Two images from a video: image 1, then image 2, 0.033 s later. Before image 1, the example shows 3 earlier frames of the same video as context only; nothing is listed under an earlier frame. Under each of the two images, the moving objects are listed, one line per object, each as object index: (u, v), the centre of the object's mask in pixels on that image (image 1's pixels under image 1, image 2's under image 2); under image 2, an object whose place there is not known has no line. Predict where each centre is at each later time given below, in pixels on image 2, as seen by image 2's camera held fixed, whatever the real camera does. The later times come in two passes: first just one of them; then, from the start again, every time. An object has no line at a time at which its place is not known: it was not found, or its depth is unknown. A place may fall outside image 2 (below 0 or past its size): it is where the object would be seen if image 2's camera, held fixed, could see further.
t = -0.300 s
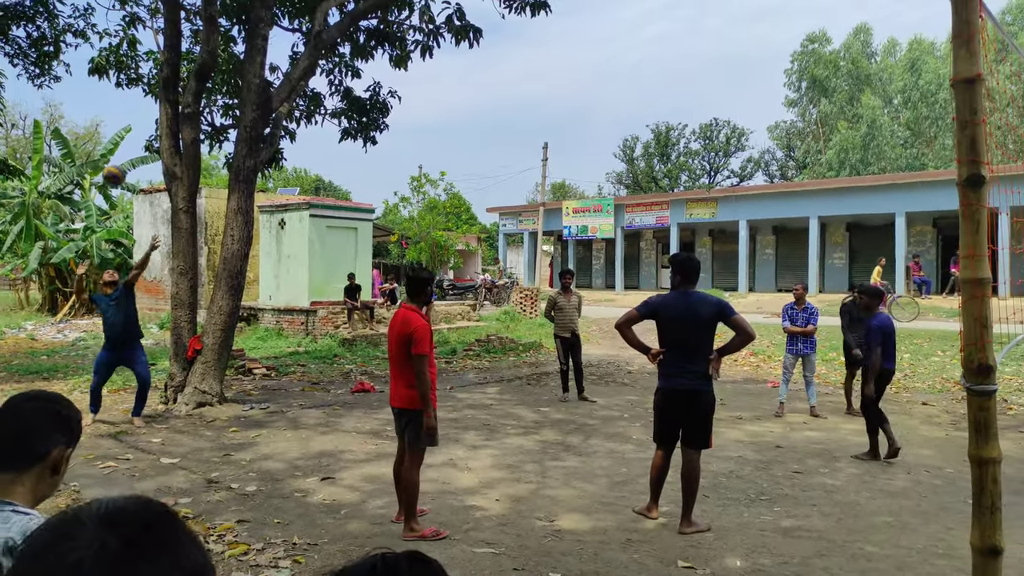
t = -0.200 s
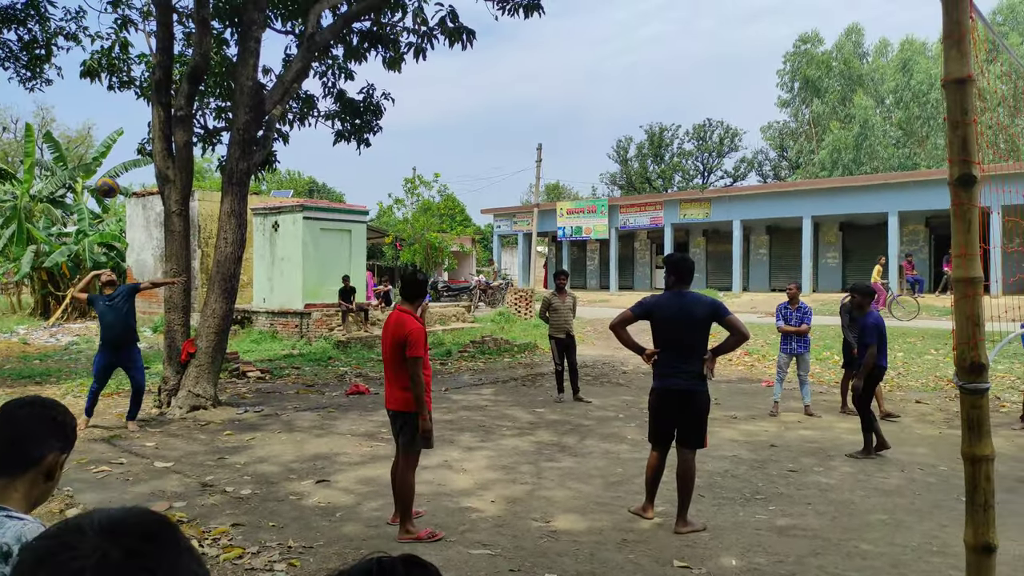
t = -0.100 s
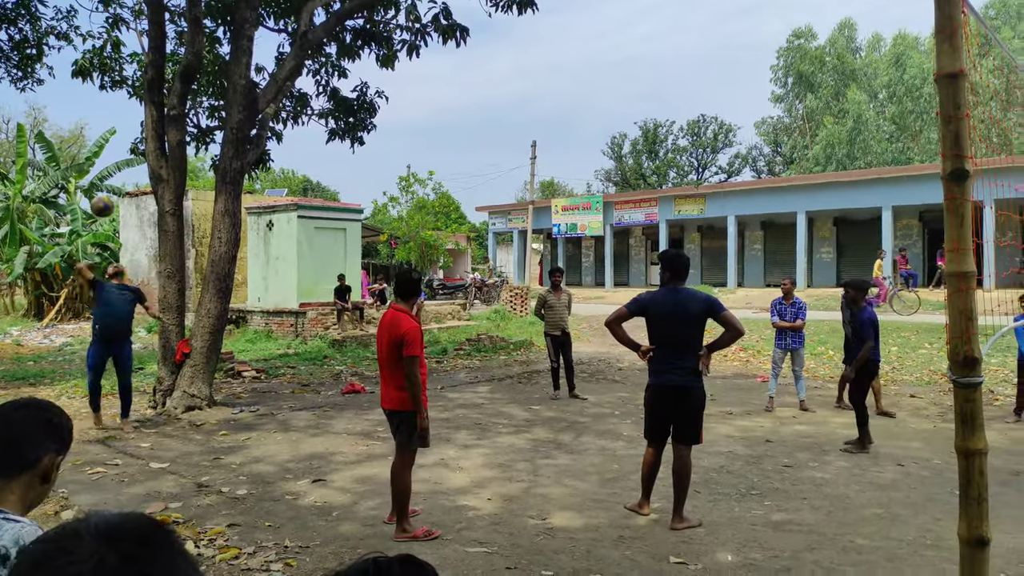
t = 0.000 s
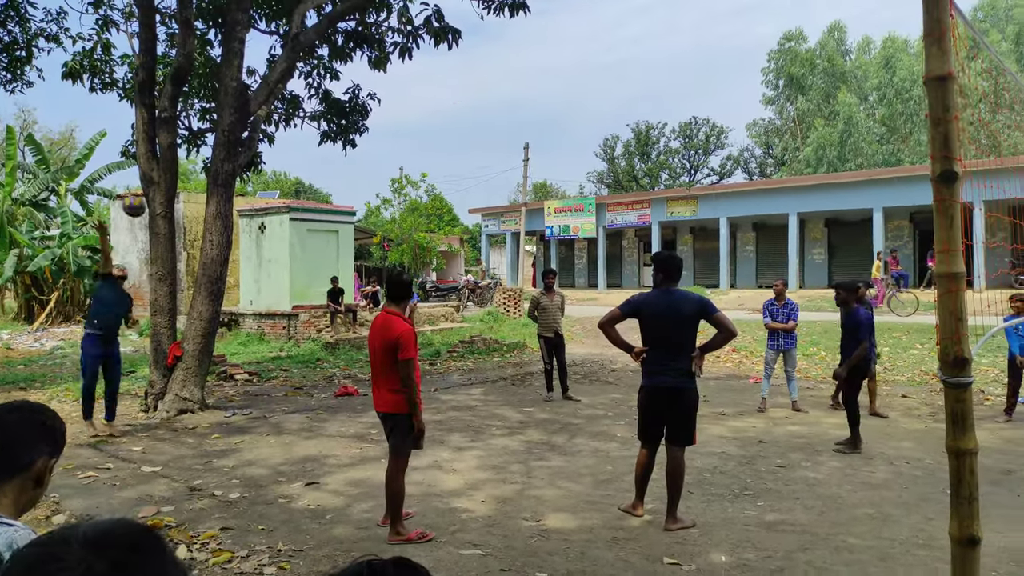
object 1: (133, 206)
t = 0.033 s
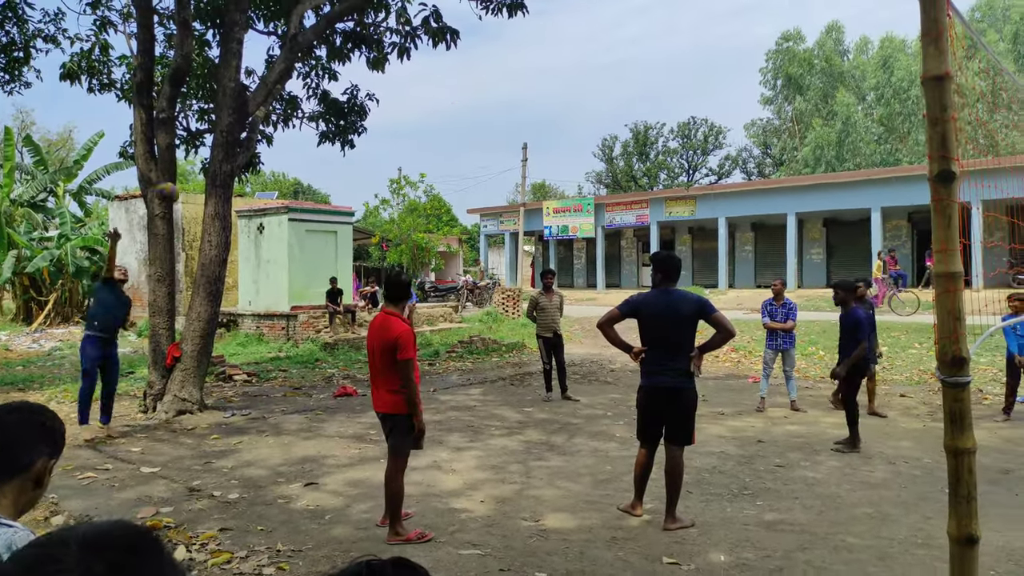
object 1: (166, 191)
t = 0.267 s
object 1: (453, 116)
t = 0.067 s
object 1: (203, 179)
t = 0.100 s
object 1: (242, 166)
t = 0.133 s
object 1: (280, 155)
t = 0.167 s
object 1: (321, 143)
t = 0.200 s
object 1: (364, 134)
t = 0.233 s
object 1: (407, 124)
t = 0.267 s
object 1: (453, 116)
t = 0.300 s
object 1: (501, 110)
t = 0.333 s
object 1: (552, 105)
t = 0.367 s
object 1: (605, 101)
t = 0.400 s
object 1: (660, 98)
